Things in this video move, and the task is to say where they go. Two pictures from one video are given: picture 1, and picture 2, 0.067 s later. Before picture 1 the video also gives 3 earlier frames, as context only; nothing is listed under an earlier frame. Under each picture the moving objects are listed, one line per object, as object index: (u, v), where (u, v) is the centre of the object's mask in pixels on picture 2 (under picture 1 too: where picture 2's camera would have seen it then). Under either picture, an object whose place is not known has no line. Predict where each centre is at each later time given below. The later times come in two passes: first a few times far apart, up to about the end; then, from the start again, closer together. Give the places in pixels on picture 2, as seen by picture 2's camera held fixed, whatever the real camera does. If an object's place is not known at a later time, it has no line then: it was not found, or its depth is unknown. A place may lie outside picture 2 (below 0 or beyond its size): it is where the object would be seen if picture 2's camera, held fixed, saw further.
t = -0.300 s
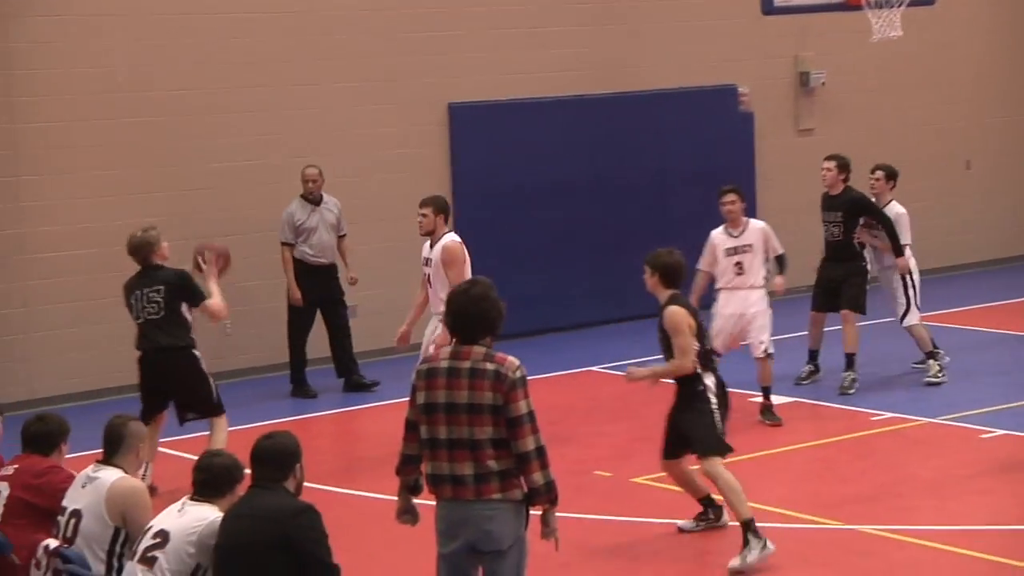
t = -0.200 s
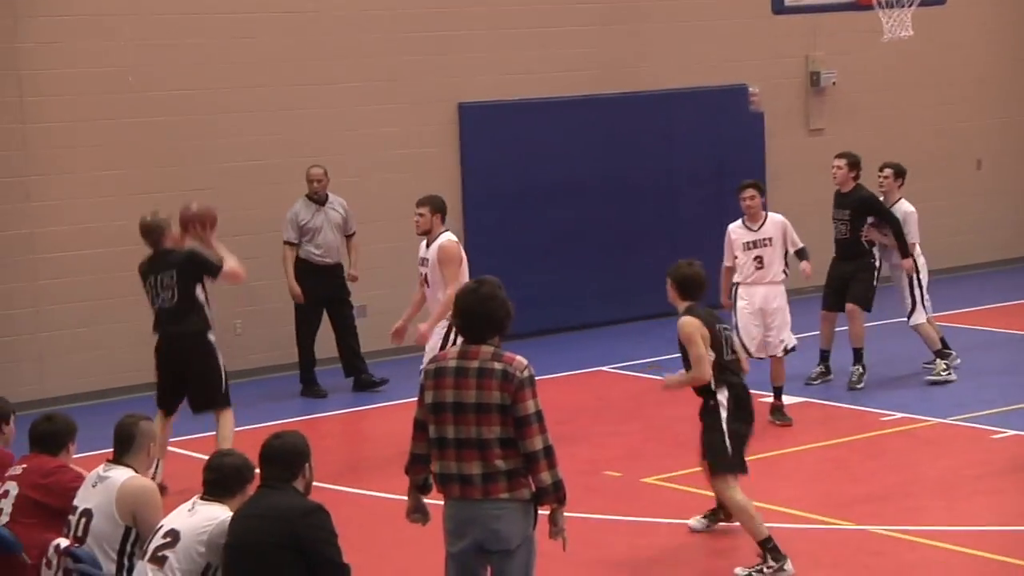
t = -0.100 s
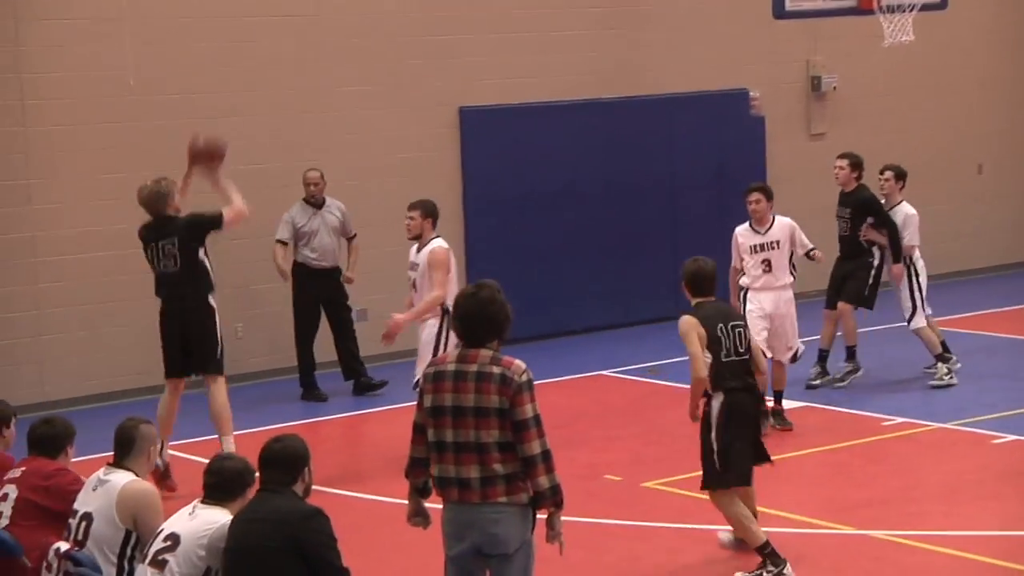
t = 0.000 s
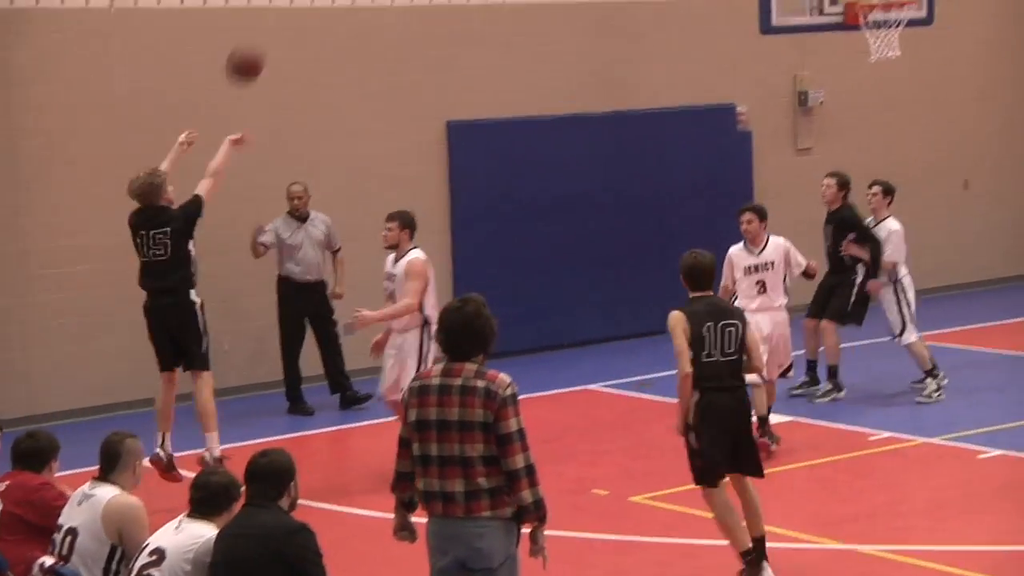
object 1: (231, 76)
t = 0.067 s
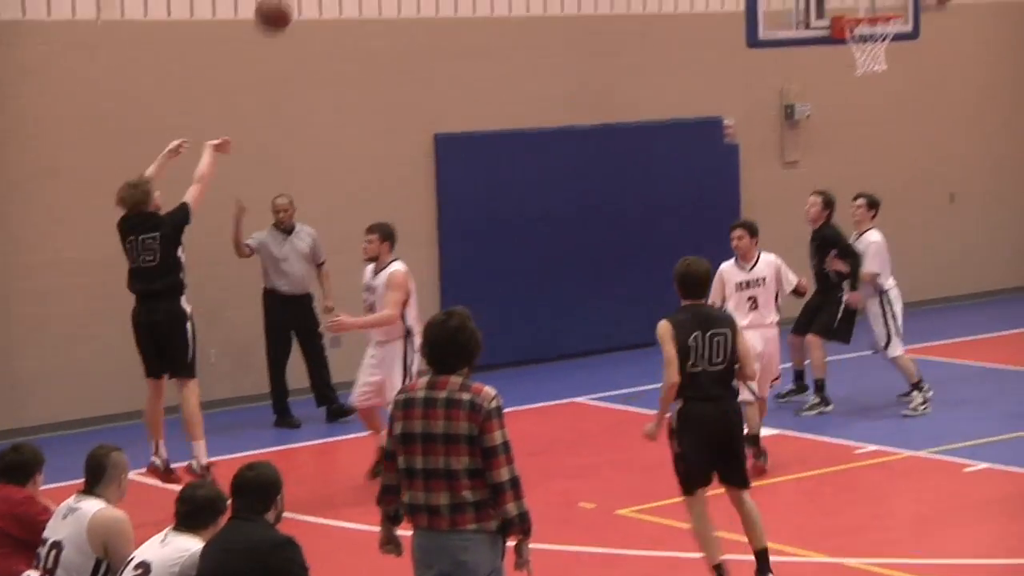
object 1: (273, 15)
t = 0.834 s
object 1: (689, -168)
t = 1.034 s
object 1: (785, -103)
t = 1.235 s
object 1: (869, 5)
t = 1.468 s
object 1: (840, -3)
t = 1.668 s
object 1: (810, 14)
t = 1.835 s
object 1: (802, 65)
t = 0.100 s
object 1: (294, -3)
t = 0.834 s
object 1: (689, -168)
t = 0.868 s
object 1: (705, -165)
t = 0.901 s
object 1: (724, -159)
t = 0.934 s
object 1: (740, -147)
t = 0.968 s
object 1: (756, -133)
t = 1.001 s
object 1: (769, -119)
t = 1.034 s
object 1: (785, -103)
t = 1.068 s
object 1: (800, -83)
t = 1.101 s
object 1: (815, -68)
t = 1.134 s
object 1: (830, -46)
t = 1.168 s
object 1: (843, -26)
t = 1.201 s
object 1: (857, -5)
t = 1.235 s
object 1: (869, 5)
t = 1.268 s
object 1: (878, 7)
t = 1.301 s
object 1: (885, 8)
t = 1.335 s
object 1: (877, 6)
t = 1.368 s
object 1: (867, 2)
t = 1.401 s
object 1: (858, -1)
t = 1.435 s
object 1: (848, -3)
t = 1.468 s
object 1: (840, -3)
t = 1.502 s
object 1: (830, -2)
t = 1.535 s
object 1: (820, 0)
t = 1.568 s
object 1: (814, 2)
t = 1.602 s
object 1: (813, 5)
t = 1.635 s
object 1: (812, 8)
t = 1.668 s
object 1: (810, 14)
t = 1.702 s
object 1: (809, 21)
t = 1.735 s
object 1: (807, 30)
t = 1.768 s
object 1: (807, 39)
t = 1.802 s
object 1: (806, 51)
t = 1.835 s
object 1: (802, 65)
